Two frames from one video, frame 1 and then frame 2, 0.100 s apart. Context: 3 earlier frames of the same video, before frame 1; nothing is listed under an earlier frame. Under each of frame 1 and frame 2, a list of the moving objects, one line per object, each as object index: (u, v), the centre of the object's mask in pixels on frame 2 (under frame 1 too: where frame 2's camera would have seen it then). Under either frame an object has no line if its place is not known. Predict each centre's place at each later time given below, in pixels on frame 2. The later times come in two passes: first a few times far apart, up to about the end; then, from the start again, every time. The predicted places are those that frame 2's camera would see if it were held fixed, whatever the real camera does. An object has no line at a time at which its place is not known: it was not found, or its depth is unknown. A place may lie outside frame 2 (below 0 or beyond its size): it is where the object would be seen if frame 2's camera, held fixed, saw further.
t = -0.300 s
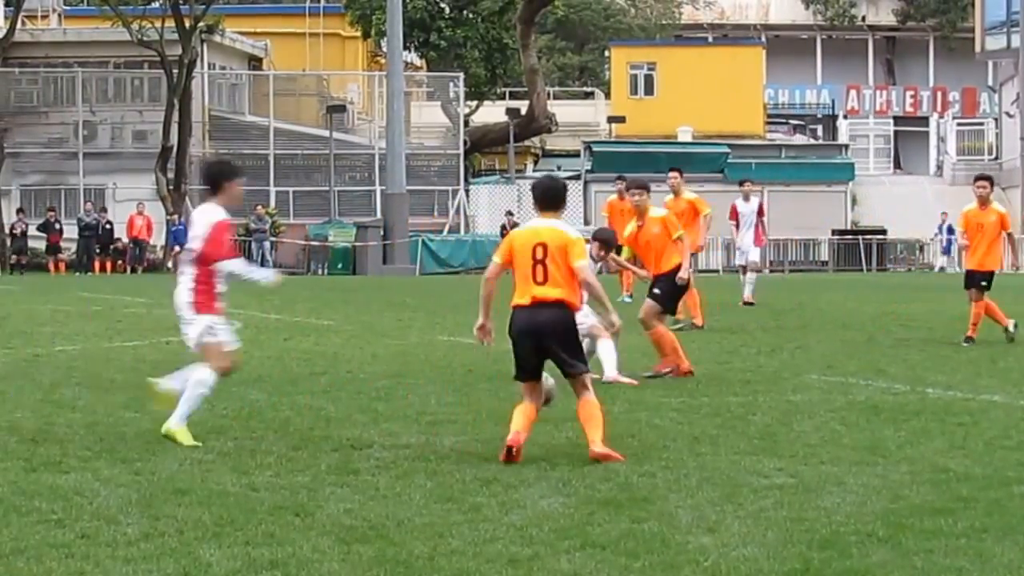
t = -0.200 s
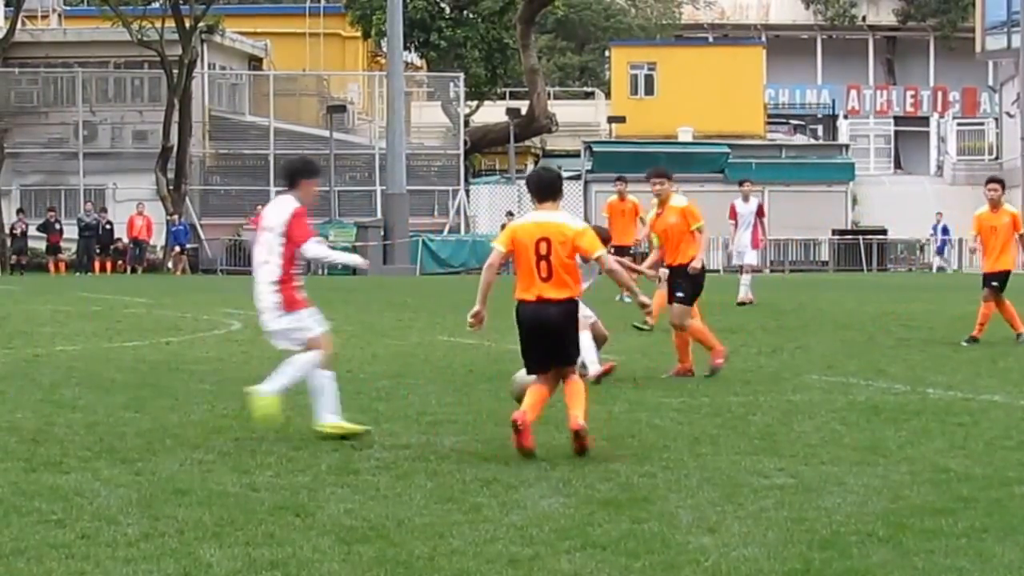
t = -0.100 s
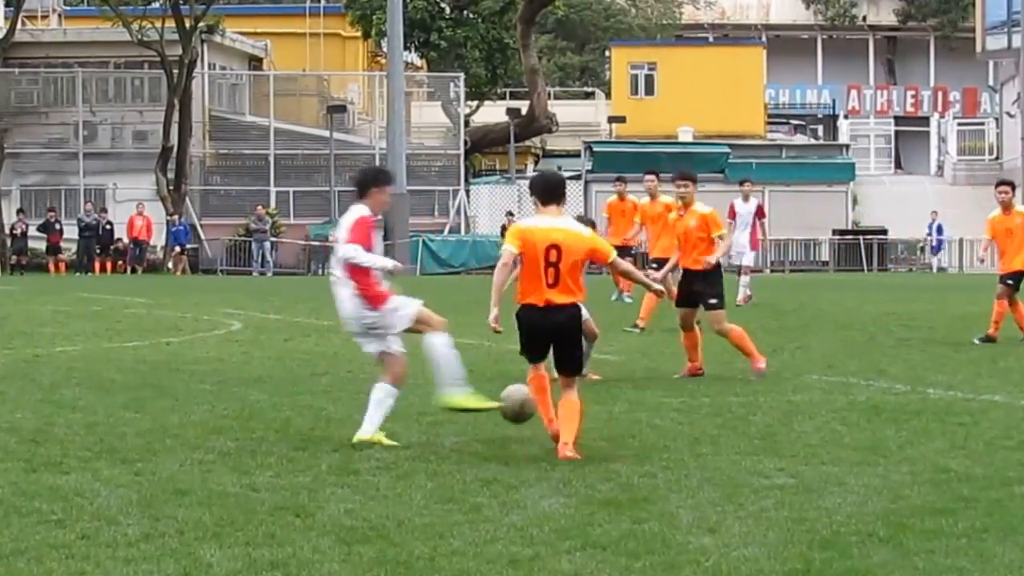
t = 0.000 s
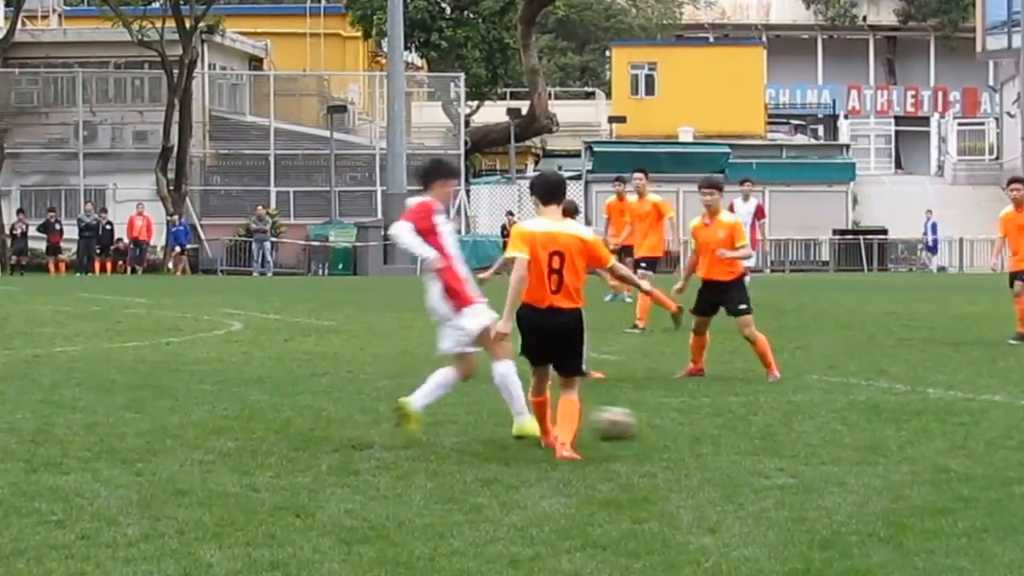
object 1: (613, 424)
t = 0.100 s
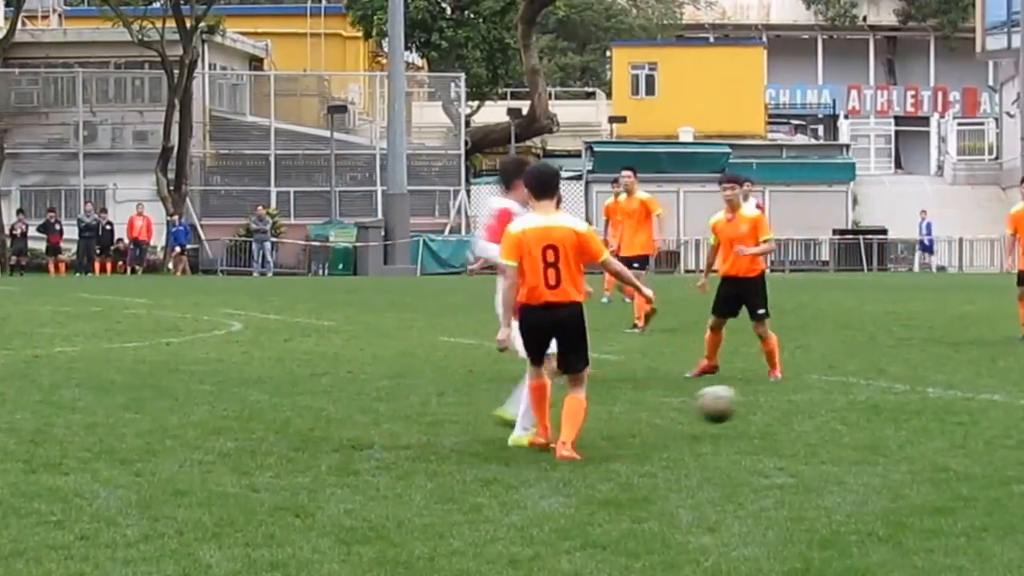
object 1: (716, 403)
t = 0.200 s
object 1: (814, 396)
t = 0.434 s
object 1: (1017, 403)
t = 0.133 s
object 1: (749, 399)
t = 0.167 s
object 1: (781, 396)
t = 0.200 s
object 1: (814, 396)
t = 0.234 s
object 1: (845, 398)
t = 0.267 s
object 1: (877, 402)
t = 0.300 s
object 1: (907, 407)
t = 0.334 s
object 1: (937, 414)
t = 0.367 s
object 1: (966, 412)
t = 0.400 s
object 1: (991, 407)
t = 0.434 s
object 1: (1017, 403)
